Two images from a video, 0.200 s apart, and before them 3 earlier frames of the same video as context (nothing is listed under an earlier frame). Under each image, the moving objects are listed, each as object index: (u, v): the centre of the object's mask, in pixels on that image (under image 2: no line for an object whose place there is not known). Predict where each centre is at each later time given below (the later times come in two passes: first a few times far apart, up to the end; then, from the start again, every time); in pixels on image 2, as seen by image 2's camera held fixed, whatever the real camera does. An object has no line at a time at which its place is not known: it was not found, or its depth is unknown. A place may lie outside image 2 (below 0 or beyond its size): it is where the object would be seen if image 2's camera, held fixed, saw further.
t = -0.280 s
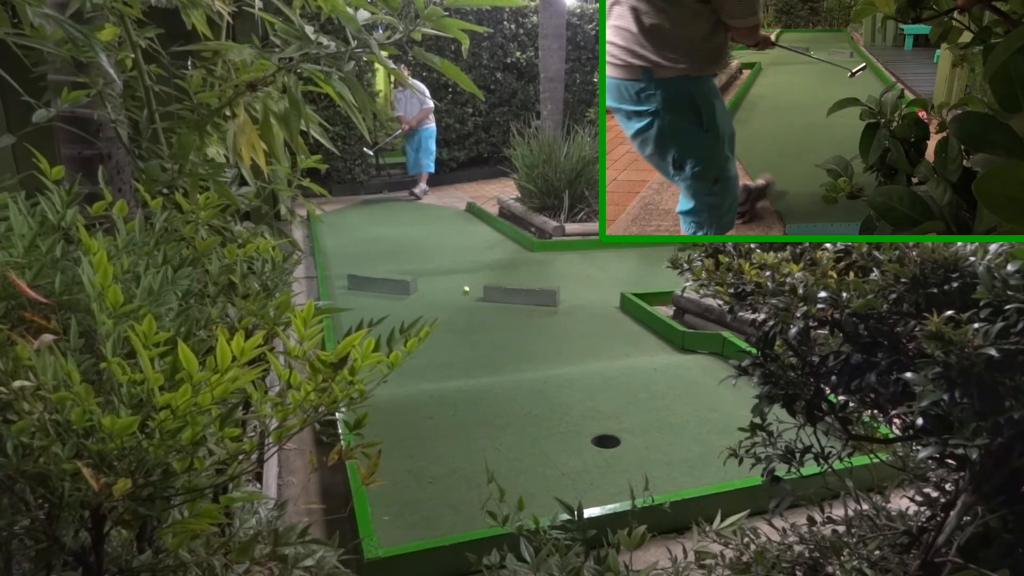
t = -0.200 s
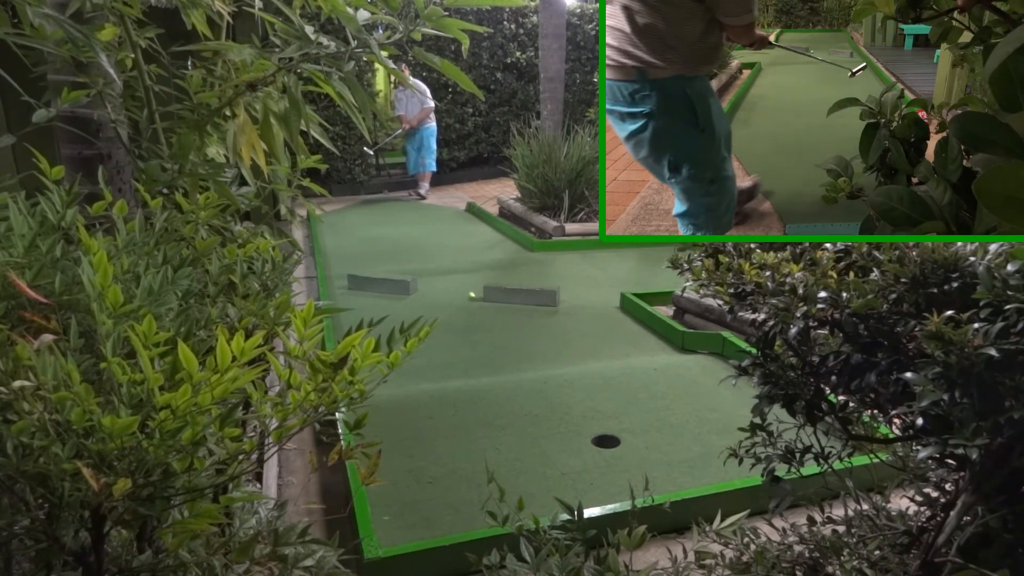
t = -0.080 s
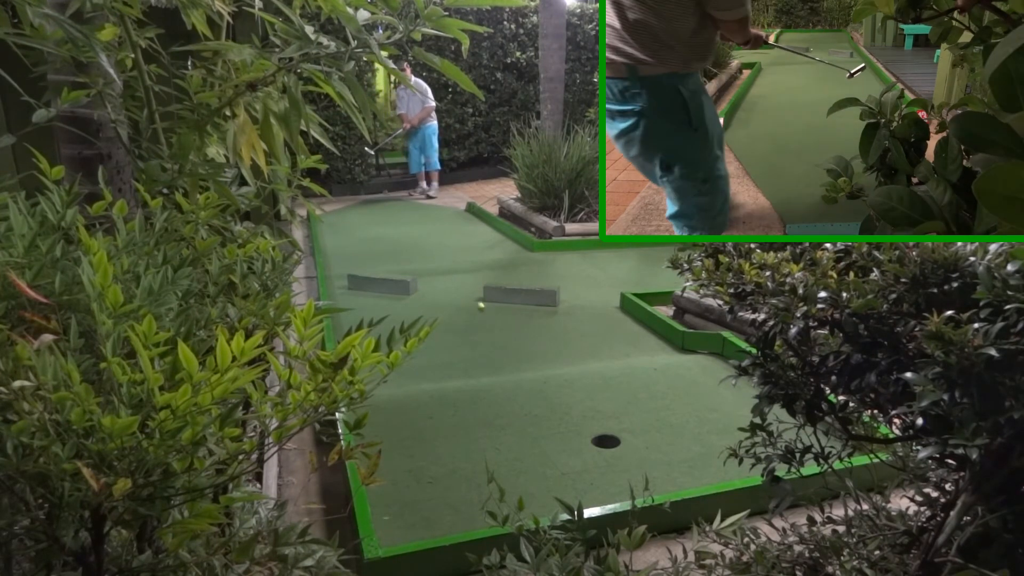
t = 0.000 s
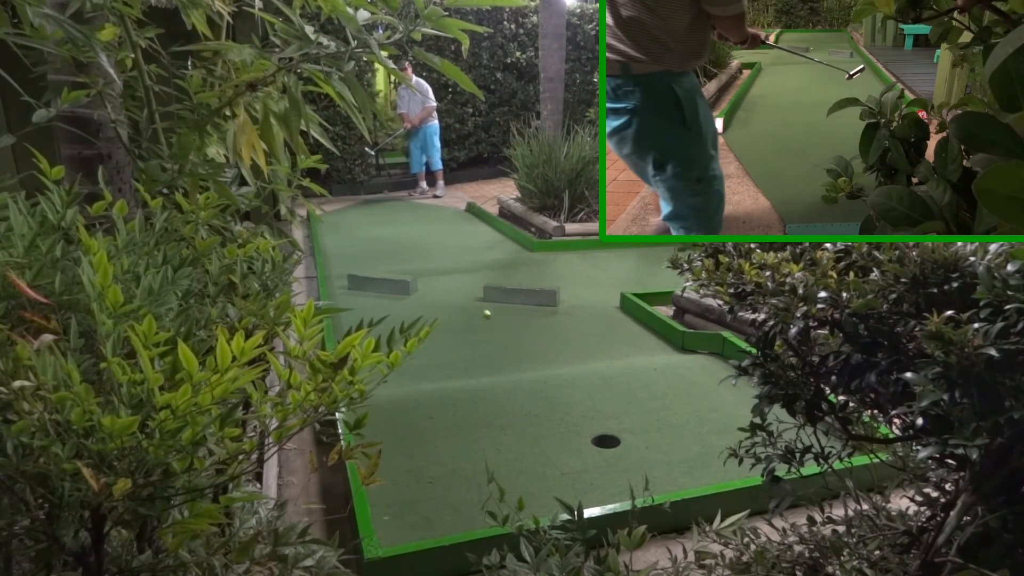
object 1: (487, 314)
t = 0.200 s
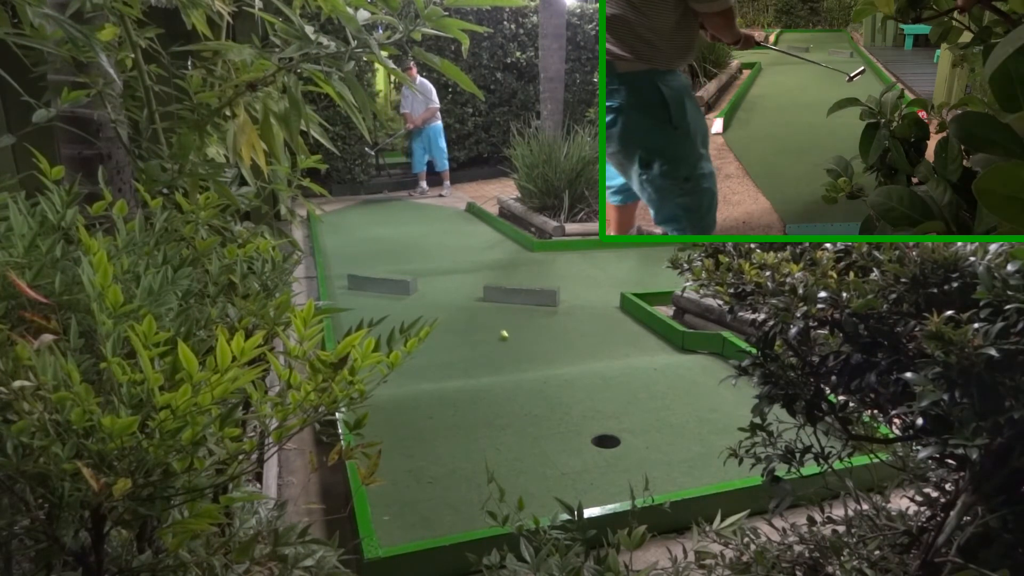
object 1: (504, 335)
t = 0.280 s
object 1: (511, 345)
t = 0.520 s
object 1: (536, 367)
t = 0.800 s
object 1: (561, 384)
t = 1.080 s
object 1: (587, 418)
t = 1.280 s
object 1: (612, 447)
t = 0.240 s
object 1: (507, 340)
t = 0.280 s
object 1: (511, 345)
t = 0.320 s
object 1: (515, 350)
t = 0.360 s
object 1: (519, 355)
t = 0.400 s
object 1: (523, 360)
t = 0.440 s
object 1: (527, 365)
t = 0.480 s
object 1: (532, 367)
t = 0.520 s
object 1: (536, 367)
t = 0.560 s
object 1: (540, 367)
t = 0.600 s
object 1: (543, 369)
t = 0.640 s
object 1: (547, 371)
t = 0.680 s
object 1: (550, 373)
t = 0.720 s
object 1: (554, 376)
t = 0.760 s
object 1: (557, 380)
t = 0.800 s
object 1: (561, 384)
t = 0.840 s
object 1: (564, 389)
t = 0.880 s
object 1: (568, 394)
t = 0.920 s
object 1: (572, 398)
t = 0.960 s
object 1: (576, 403)
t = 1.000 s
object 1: (580, 408)
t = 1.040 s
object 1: (584, 413)
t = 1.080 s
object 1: (587, 418)
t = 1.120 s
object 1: (591, 424)
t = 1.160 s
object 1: (595, 429)
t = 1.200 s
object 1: (600, 438)
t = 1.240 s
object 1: (607, 444)
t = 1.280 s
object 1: (612, 447)
